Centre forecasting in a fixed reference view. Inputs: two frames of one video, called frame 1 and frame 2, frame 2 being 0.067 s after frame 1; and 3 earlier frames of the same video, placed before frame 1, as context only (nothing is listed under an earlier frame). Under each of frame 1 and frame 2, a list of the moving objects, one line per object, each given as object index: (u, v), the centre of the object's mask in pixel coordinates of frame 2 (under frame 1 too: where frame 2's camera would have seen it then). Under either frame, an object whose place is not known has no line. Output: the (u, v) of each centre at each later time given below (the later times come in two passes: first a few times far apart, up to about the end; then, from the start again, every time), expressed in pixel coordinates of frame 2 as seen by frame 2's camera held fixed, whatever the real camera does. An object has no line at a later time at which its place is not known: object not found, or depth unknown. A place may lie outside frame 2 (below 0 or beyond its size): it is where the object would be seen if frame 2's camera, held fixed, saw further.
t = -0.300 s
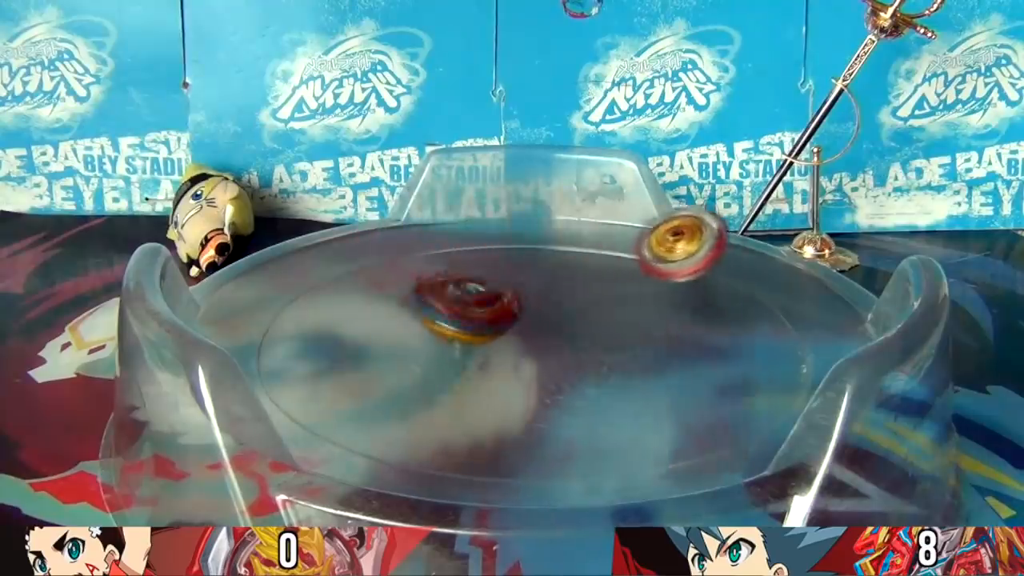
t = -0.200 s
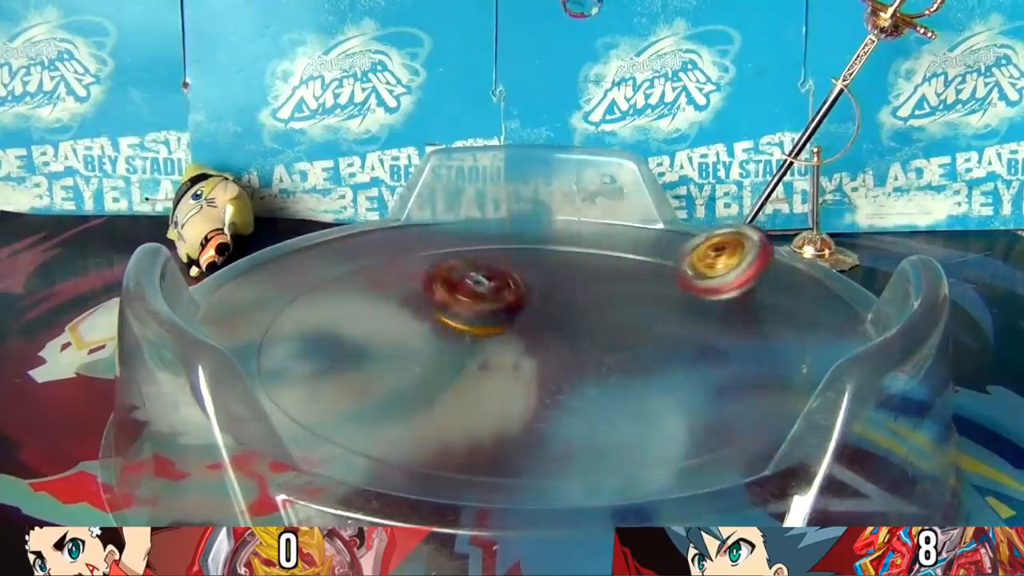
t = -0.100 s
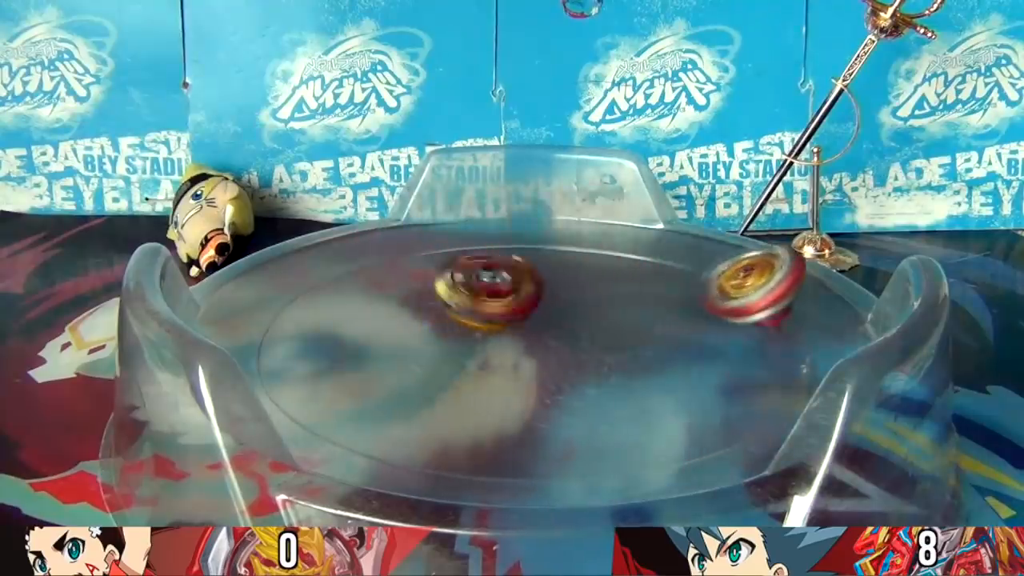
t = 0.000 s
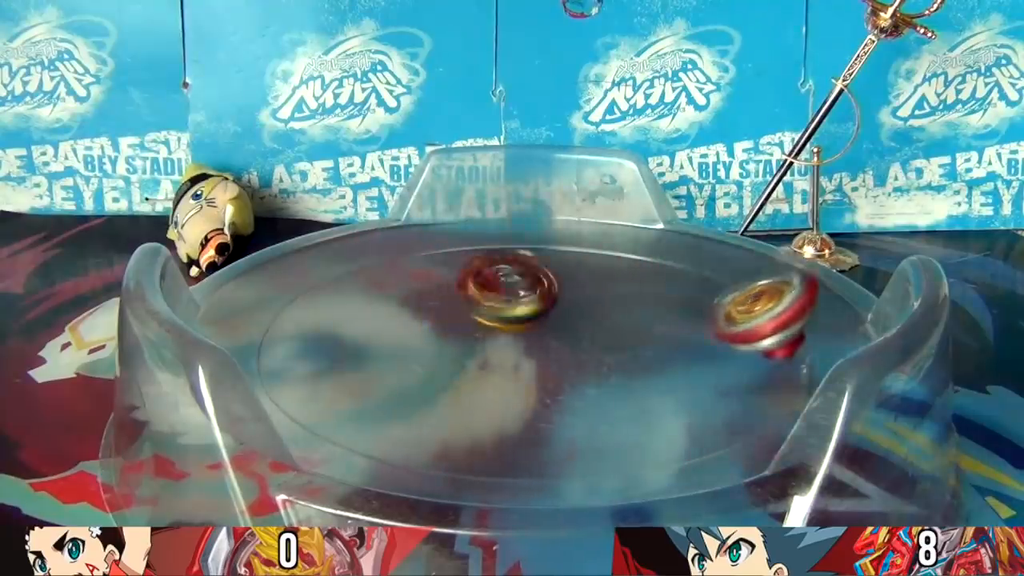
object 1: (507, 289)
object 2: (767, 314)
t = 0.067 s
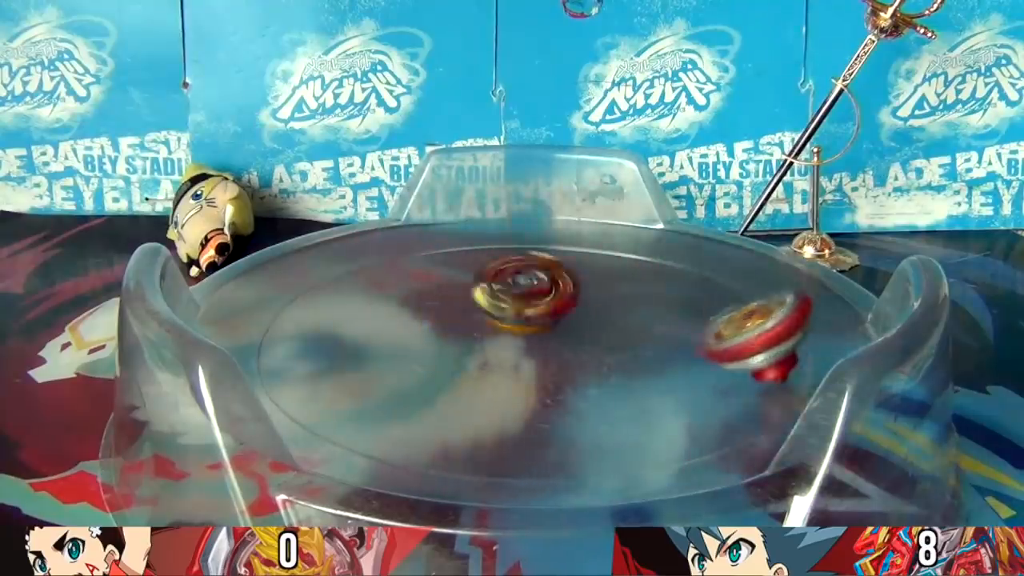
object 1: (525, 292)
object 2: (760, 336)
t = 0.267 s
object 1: (577, 304)
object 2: (666, 390)
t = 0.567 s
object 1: (595, 329)
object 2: (435, 383)
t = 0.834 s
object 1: (544, 349)
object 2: (356, 307)
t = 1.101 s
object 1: (492, 346)
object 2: (420, 244)
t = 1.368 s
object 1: (485, 317)
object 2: (553, 225)
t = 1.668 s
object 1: (513, 295)
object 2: (690, 255)
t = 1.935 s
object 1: (552, 311)
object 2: (701, 331)
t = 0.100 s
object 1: (535, 295)
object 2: (752, 346)
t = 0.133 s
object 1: (544, 295)
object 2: (741, 355)
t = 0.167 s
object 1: (554, 297)
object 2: (727, 365)
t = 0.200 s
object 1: (562, 300)
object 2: (710, 374)
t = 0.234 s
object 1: (570, 300)
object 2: (689, 384)
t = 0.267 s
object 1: (577, 304)
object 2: (666, 390)
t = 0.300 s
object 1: (585, 306)
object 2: (640, 395)
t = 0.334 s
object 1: (591, 309)
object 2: (613, 399)
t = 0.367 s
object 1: (595, 311)
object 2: (586, 400)
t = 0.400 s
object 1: (597, 314)
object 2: (559, 400)
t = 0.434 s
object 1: (600, 317)
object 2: (532, 400)
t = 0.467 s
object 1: (601, 319)
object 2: (505, 397)
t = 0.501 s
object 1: (601, 323)
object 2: (480, 393)
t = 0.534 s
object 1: (598, 324)
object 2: (456, 389)
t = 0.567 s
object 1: (595, 329)
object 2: (435, 383)
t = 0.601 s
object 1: (594, 332)
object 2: (415, 375)
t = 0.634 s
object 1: (586, 336)
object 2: (398, 367)
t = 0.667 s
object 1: (581, 339)
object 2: (384, 358)
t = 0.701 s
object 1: (573, 342)
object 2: (373, 348)
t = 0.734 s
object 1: (566, 344)
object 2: (365, 338)
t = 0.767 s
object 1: (558, 346)
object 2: (360, 328)
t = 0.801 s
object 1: (550, 349)
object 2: (356, 317)
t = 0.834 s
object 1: (544, 349)
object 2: (356, 307)
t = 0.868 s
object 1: (534, 351)
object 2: (358, 297)
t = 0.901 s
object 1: (527, 350)
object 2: (362, 288)
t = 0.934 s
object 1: (518, 352)
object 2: (368, 281)
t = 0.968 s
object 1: (511, 352)
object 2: (375, 272)
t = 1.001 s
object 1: (505, 351)
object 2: (384, 264)
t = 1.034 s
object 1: (501, 350)
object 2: (394, 256)
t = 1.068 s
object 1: (497, 349)
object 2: (407, 250)
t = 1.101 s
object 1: (492, 346)
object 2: (420, 244)
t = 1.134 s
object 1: (490, 345)
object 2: (434, 239)
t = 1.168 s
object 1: (488, 341)
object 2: (449, 235)
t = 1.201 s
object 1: (486, 337)
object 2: (466, 232)
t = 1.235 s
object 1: (485, 333)
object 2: (483, 229)
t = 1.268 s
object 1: (485, 328)
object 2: (500, 227)
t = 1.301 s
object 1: (484, 325)
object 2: (517, 226)
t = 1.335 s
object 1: (484, 318)
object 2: (535, 225)
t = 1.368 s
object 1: (485, 317)
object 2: (553, 225)
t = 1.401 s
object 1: (487, 310)
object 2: (571, 225)
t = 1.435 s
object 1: (489, 310)
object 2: (588, 227)
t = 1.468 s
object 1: (492, 302)
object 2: (605, 227)
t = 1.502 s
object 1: (495, 303)
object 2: (621, 229)
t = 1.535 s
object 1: (499, 297)
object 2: (637, 233)
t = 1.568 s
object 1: (501, 298)
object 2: (652, 237)
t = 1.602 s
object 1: (506, 296)
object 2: (666, 242)
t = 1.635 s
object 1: (508, 296)
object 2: (679, 248)
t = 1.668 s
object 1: (513, 295)
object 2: (690, 255)
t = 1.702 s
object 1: (515, 297)
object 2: (698, 262)
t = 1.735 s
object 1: (522, 296)
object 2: (706, 271)
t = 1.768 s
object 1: (524, 300)
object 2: (713, 281)
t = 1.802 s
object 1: (531, 300)
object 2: (715, 291)
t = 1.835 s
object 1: (535, 304)
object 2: (714, 300)
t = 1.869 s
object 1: (541, 305)
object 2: (713, 310)
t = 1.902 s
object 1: (546, 309)
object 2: (708, 320)
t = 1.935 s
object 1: (552, 311)
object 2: (701, 331)
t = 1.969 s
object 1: (557, 316)
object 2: (690, 341)
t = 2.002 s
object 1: (561, 318)
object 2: (679, 350)
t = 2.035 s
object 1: (566, 323)
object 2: (663, 360)
